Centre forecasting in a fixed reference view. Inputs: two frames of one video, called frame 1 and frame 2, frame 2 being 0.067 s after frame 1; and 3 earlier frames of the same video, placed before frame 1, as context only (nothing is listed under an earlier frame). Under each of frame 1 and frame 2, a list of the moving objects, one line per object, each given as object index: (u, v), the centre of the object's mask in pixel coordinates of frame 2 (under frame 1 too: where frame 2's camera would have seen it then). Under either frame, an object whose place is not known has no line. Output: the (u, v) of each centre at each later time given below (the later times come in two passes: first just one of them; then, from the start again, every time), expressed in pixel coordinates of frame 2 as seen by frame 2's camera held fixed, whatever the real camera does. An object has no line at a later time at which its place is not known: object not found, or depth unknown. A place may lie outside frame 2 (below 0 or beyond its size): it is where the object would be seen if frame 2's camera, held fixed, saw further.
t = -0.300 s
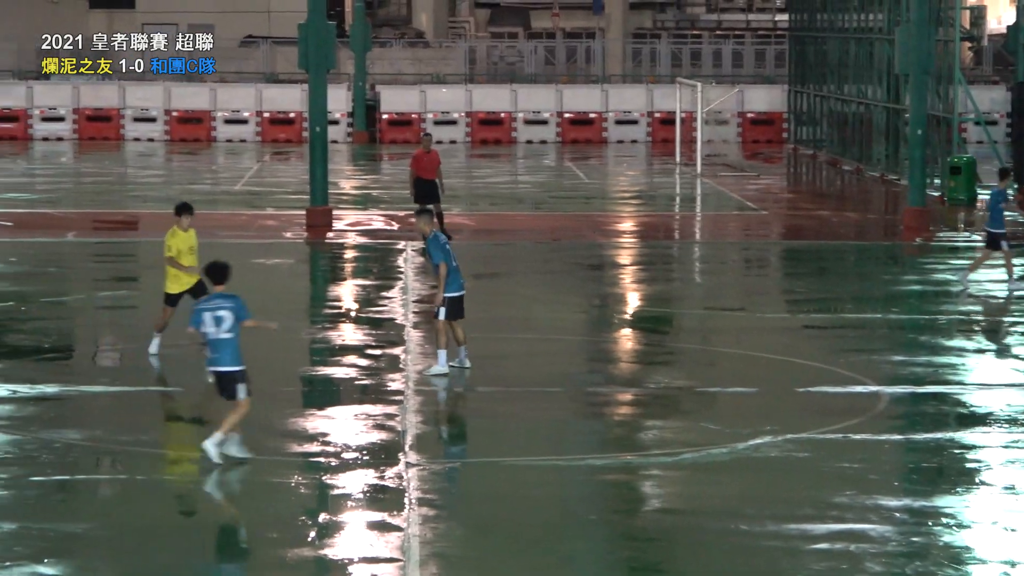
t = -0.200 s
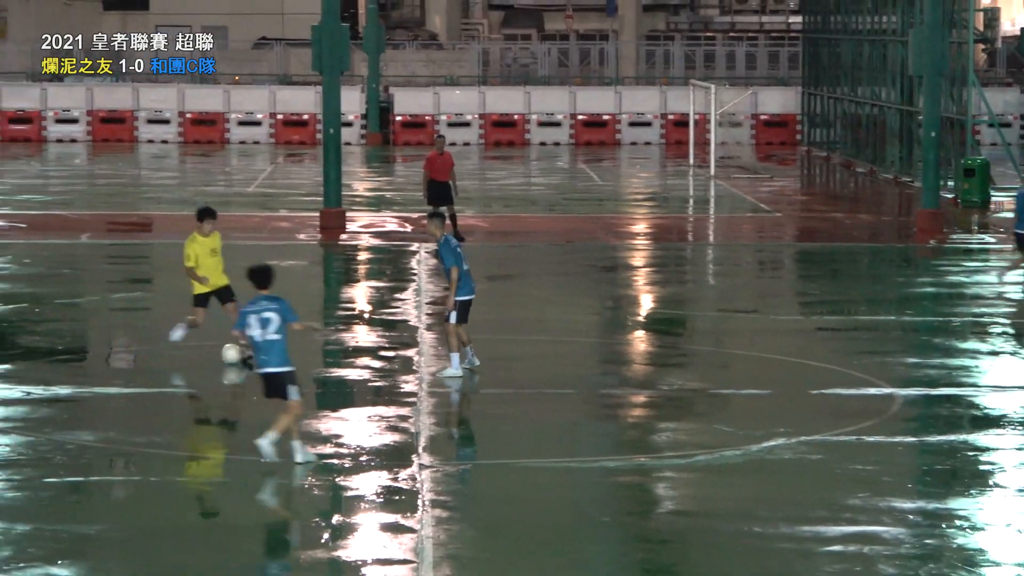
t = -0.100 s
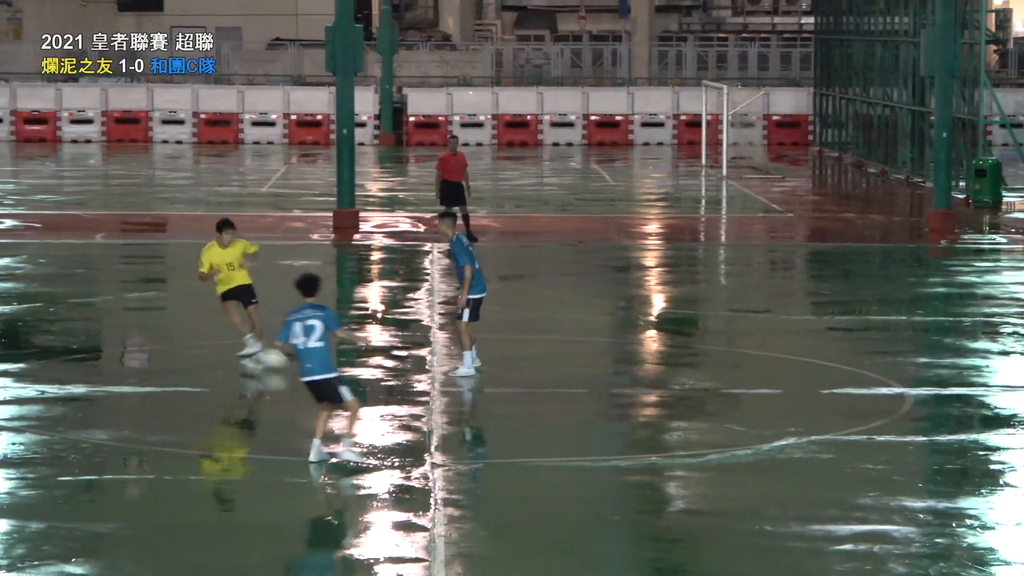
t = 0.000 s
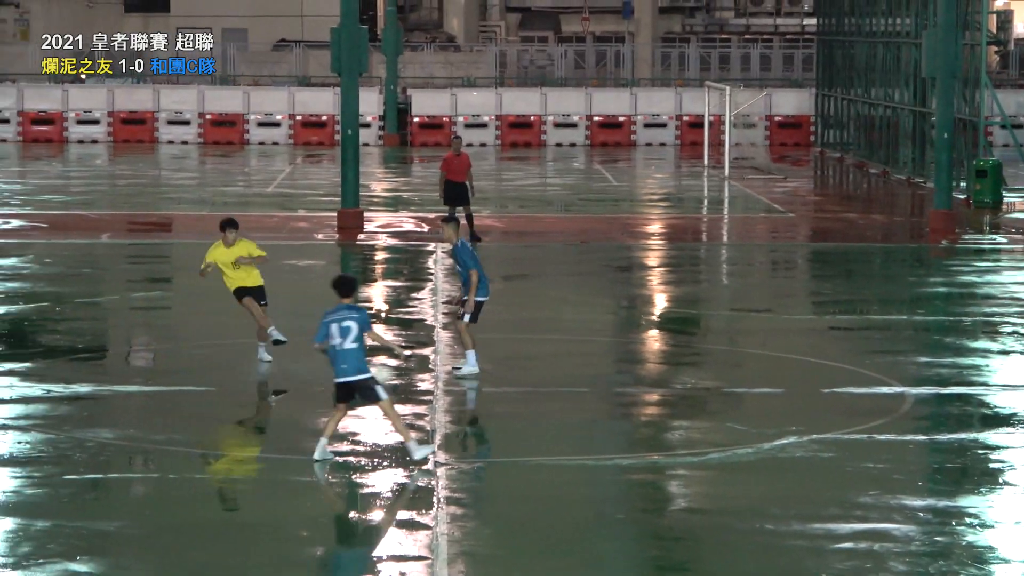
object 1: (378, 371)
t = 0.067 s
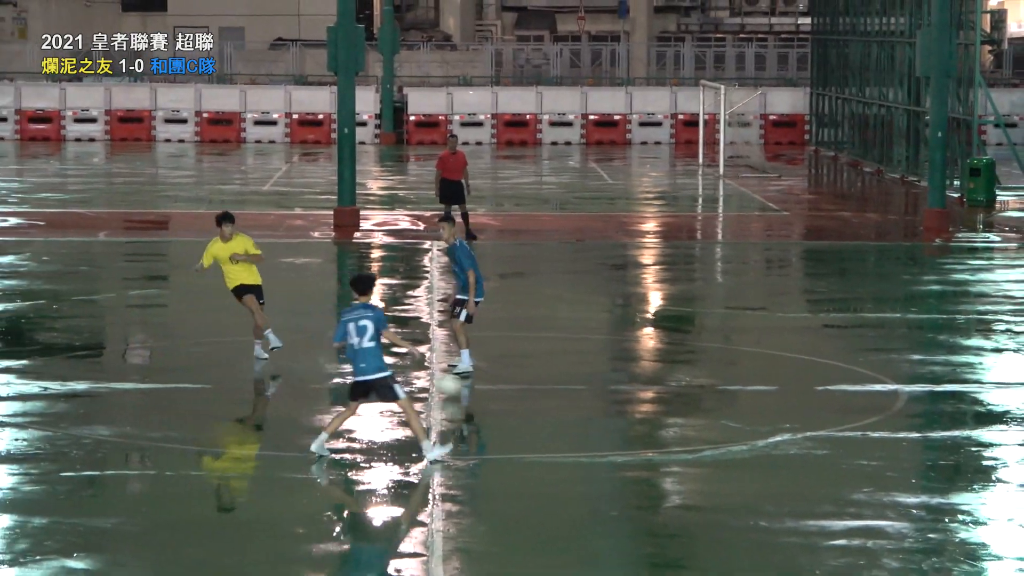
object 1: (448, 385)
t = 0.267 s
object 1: (681, 423)
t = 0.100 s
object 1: (485, 392)
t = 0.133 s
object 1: (521, 396)
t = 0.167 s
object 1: (560, 401)
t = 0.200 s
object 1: (598, 407)
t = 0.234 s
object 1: (638, 414)
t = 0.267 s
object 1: (681, 423)
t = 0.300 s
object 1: (725, 433)
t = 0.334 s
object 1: (769, 434)
